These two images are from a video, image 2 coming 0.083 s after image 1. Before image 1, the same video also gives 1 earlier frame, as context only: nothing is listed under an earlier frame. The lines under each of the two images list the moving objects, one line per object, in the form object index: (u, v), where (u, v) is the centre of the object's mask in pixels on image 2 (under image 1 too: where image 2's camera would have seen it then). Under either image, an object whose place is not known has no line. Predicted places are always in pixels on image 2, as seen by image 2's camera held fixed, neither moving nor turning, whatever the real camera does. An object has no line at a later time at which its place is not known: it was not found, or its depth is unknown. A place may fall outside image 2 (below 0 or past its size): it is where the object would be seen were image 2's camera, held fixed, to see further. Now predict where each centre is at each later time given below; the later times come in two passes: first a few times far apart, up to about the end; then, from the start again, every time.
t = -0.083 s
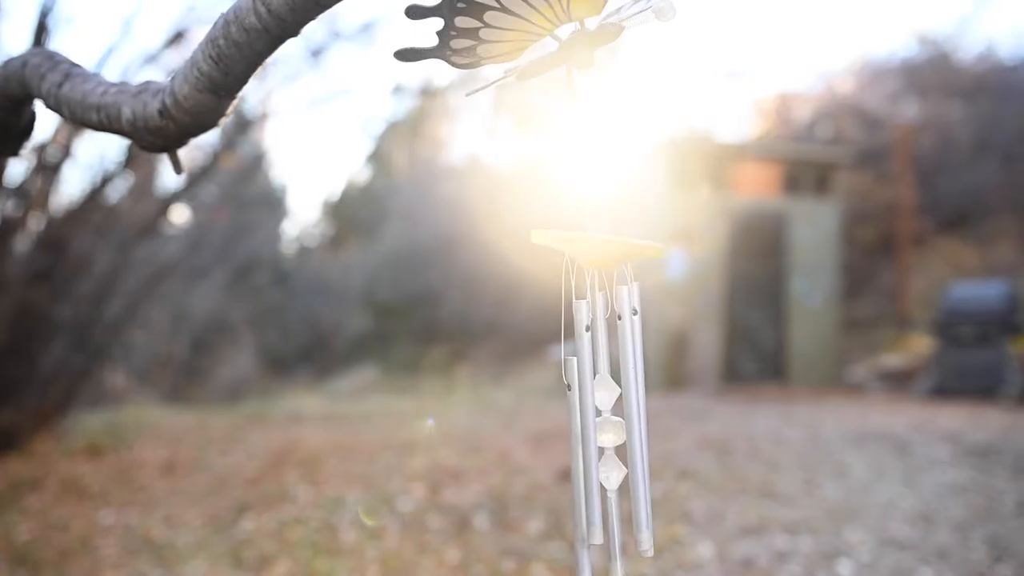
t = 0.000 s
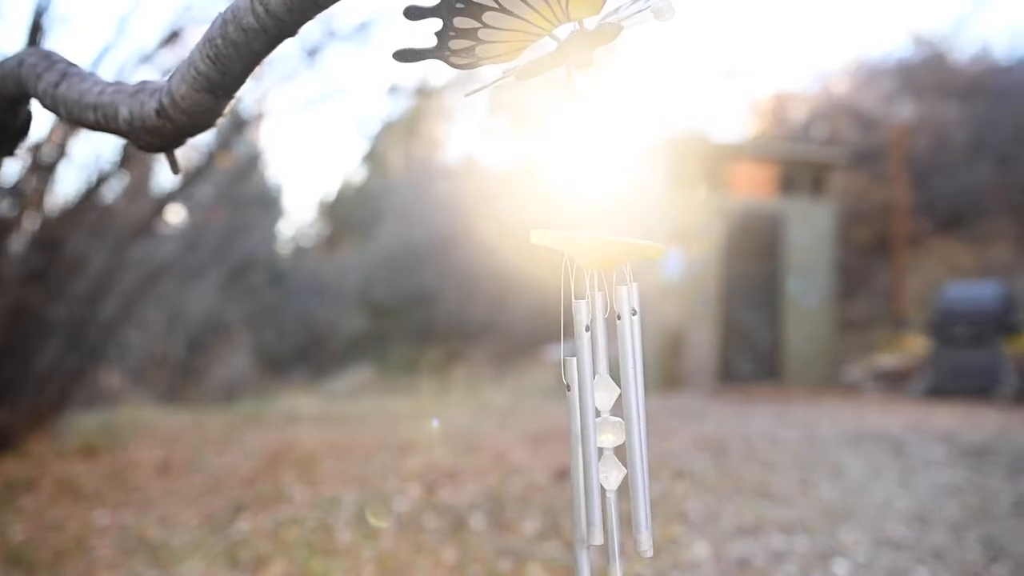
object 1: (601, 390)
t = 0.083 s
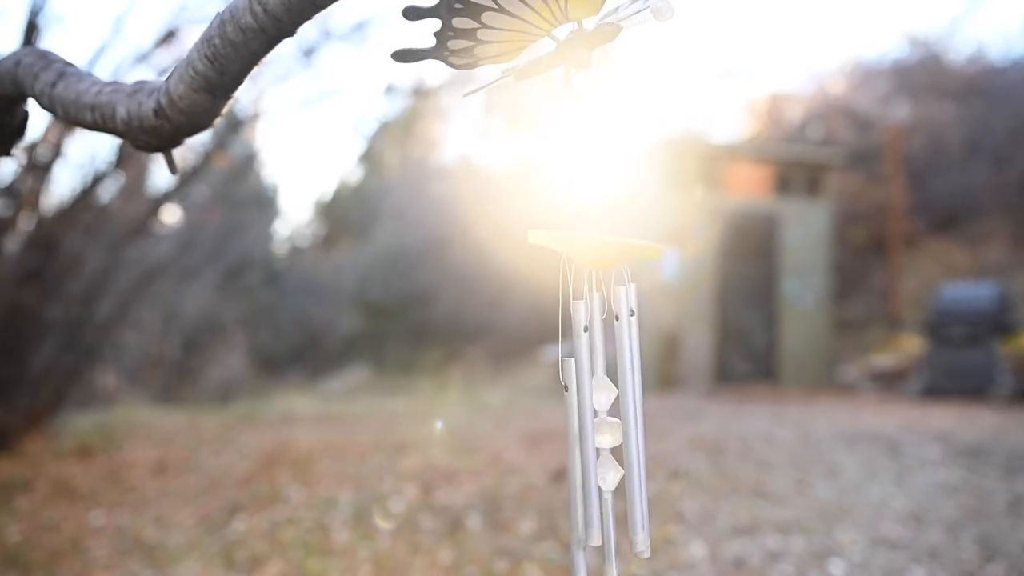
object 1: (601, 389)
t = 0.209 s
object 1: (598, 391)
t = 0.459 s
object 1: (578, 394)
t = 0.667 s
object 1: (559, 394)
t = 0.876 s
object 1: (545, 394)
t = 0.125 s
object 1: (600, 390)
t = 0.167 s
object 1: (599, 391)
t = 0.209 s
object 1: (598, 391)
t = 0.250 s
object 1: (595, 392)
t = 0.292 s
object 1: (593, 393)
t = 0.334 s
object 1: (589, 393)
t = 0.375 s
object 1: (586, 393)
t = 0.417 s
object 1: (582, 393)
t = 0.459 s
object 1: (578, 394)
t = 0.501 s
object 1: (574, 394)
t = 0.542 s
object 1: (571, 395)
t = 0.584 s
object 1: (566, 395)
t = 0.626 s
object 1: (563, 394)
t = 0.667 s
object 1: (559, 394)
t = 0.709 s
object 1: (556, 395)
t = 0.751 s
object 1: (552, 394)
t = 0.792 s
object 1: (550, 394)
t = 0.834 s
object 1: (547, 393)
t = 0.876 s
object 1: (545, 394)
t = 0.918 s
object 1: (544, 394)
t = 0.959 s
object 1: (543, 393)
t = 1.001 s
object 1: (543, 393)
